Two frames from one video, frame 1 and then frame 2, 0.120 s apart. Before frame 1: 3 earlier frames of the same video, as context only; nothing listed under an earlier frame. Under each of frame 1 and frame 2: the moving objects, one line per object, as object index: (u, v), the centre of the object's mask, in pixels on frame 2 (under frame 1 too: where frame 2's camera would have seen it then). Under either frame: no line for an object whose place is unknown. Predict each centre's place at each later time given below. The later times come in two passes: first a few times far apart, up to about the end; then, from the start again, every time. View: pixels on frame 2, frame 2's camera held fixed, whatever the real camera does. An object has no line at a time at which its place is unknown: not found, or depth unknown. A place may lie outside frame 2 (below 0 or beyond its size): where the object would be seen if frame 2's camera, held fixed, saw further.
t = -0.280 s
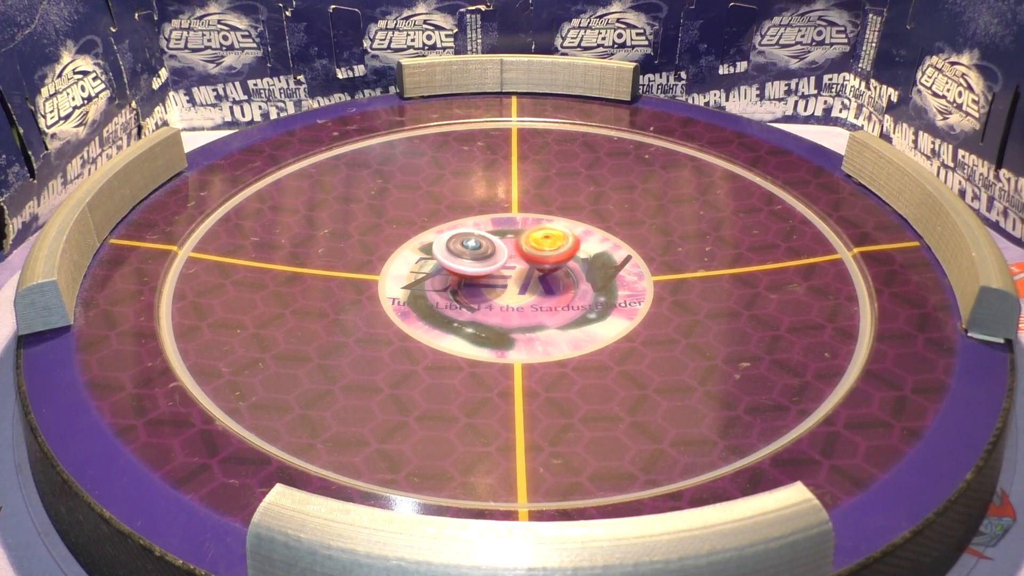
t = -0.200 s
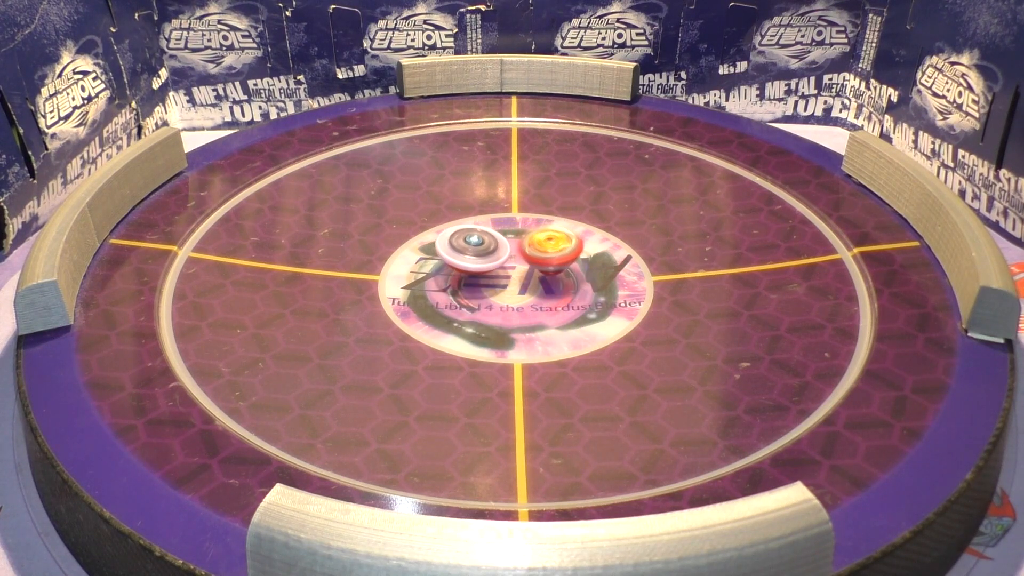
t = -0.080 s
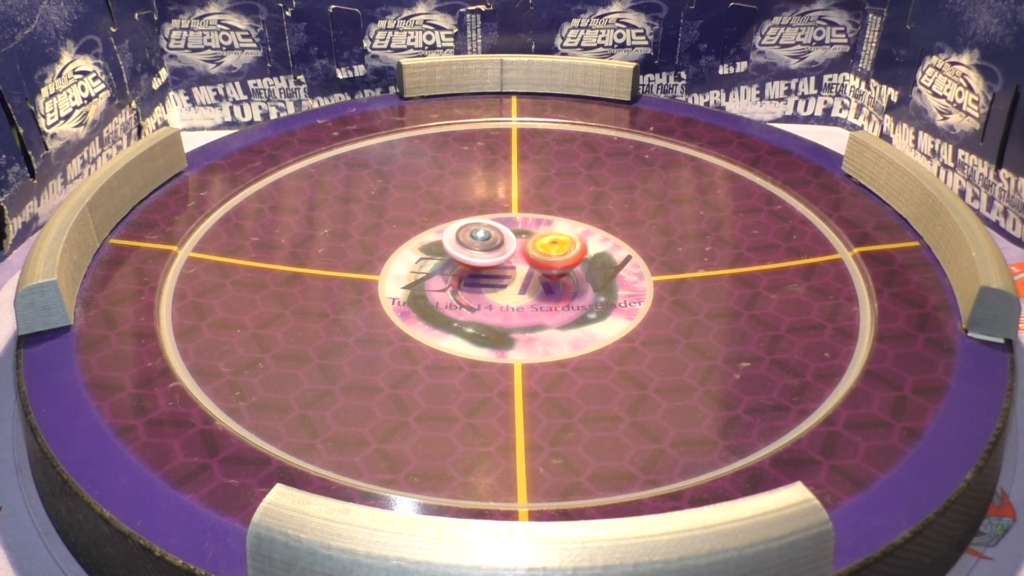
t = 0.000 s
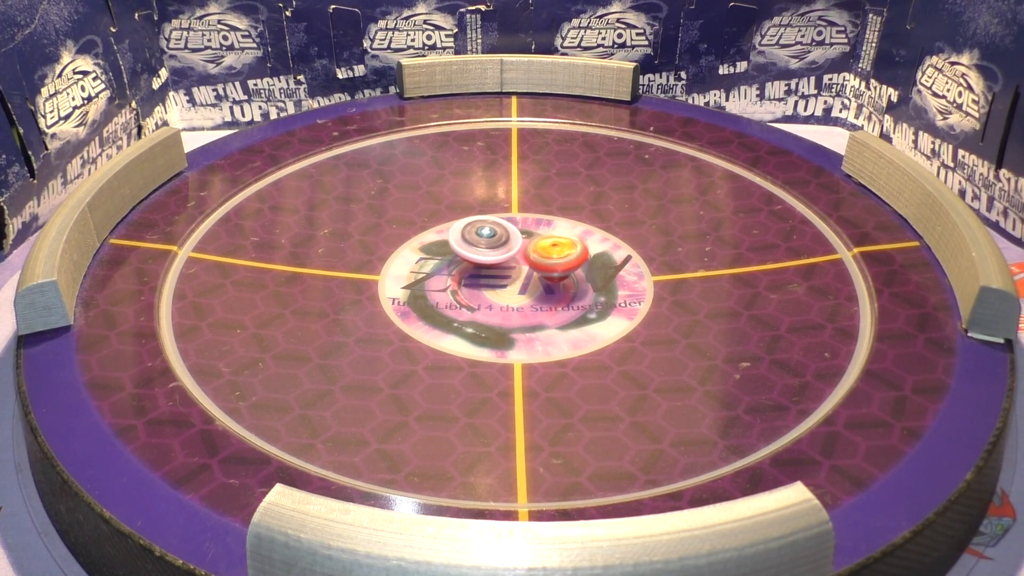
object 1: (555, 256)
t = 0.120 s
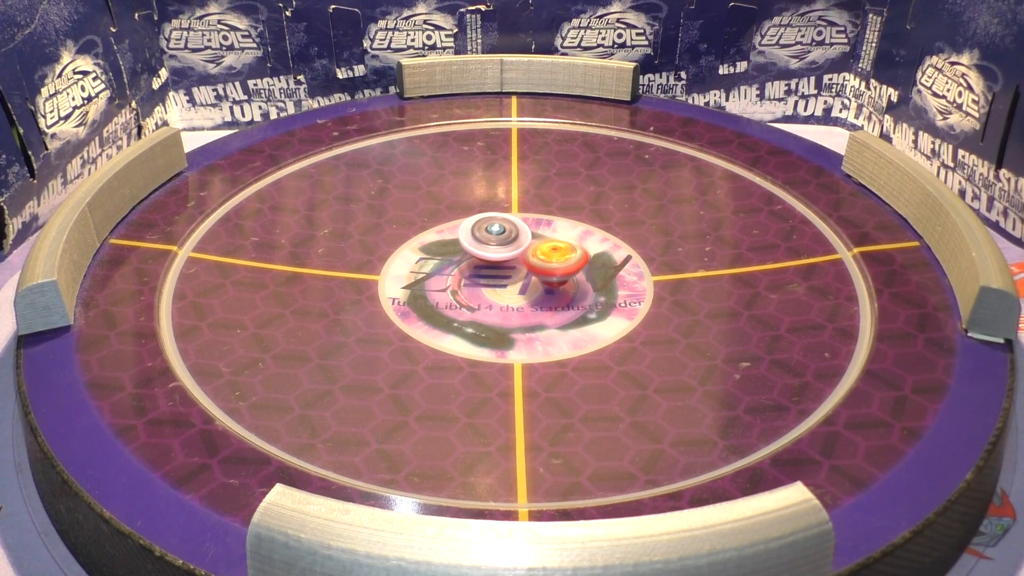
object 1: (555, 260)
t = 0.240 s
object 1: (553, 264)
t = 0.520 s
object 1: (549, 280)
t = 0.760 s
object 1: (540, 288)
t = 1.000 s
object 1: (515, 289)
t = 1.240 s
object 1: (482, 293)
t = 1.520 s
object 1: (454, 284)
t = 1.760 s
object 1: (404, 272)
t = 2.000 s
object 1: (392, 256)
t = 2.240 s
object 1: (420, 243)
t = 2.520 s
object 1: (457, 221)
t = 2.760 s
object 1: (489, 211)
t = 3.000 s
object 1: (526, 213)
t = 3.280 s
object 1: (566, 223)
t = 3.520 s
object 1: (595, 231)
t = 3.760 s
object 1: (597, 252)
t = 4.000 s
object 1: (580, 276)
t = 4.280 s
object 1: (578, 295)
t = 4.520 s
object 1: (544, 300)
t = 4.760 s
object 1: (502, 287)
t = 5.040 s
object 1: (463, 279)
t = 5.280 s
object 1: (450, 270)
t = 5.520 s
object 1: (462, 257)
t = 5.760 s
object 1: (475, 241)
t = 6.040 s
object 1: (504, 230)
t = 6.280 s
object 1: (533, 233)
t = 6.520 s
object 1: (556, 244)
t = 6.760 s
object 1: (575, 259)
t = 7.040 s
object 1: (579, 278)
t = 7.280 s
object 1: (564, 294)
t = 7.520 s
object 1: (522, 298)
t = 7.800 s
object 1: (476, 281)
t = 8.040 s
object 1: (445, 257)
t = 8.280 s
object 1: (456, 233)
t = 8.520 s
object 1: (495, 222)
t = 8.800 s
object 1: (542, 217)
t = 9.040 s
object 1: (573, 235)
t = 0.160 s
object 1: (554, 262)
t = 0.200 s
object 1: (553, 263)
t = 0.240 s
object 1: (553, 264)
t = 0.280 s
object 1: (552, 265)
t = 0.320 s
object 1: (550, 268)
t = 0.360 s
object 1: (549, 270)
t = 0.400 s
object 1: (550, 273)
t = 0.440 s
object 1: (550, 275)
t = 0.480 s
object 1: (549, 278)
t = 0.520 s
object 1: (549, 280)
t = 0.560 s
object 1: (548, 282)
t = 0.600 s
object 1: (547, 283)
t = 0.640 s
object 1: (544, 285)
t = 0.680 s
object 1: (544, 286)
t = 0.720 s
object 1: (542, 288)
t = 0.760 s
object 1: (540, 288)
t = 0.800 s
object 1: (536, 289)
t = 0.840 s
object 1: (533, 289)
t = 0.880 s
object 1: (530, 289)
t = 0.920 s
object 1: (526, 289)
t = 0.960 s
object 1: (522, 289)
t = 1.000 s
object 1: (515, 289)
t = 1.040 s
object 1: (509, 291)
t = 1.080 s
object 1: (502, 292)
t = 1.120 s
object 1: (495, 293)
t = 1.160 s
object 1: (490, 292)
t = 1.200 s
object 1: (486, 292)
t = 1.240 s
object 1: (482, 293)
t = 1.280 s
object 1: (478, 292)
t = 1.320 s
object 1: (474, 292)
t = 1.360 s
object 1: (471, 292)
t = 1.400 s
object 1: (468, 289)
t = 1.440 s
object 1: (466, 288)
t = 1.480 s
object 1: (464, 286)
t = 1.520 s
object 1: (454, 284)
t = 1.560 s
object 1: (441, 282)
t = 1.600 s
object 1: (431, 280)
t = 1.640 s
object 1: (422, 278)
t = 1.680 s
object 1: (415, 277)
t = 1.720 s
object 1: (408, 274)
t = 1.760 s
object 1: (404, 272)
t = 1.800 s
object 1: (400, 269)
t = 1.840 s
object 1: (396, 267)
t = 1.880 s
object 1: (394, 264)
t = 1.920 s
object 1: (392, 262)
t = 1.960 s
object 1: (392, 259)
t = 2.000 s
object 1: (392, 256)
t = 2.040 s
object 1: (394, 253)
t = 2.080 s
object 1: (397, 251)
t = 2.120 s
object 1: (401, 248)
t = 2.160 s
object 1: (406, 246)
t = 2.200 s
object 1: (413, 245)
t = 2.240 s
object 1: (420, 243)
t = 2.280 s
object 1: (428, 242)
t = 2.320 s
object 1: (437, 240)
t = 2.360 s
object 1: (442, 236)
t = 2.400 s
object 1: (445, 232)
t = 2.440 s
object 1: (449, 228)
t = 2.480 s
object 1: (452, 224)
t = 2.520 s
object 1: (457, 221)
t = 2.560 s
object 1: (461, 219)
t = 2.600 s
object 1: (467, 216)
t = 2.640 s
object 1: (472, 214)
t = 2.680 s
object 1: (477, 212)
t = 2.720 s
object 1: (483, 211)
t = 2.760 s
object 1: (489, 211)
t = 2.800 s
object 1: (494, 211)
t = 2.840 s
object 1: (500, 211)
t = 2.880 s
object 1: (507, 211)
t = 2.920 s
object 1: (513, 212)
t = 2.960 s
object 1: (519, 213)
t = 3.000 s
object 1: (526, 213)
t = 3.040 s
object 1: (532, 213)
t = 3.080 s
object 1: (538, 213)
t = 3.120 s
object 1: (544, 215)
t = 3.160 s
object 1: (550, 216)
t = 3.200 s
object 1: (556, 218)
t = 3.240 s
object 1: (560, 220)
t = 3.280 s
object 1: (566, 223)
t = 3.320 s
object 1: (572, 224)
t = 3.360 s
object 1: (578, 224)
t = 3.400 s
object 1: (584, 226)
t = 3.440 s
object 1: (588, 227)
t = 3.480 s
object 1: (592, 229)
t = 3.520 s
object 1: (595, 231)
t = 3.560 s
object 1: (597, 234)
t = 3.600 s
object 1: (599, 238)
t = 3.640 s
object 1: (600, 241)
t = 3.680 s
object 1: (600, 244)
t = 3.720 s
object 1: (599, 248)
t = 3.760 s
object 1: (597, 252)
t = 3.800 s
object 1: (595, 257)
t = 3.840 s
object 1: (591, 260)
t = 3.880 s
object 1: (587, 264)
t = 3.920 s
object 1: (582, 269)
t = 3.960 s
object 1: (577, 272)
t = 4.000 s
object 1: (580, 276)
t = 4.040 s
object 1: (583, 279)
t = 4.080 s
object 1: (583, 282)
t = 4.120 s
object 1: (584, 285)
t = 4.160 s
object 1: (584, 288)
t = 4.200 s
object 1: (582, 291)
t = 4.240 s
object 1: (580, 294)
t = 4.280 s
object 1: (578, 295)
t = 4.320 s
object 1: (573, 297)
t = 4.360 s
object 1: (569, 299)
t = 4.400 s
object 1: (563, 300)
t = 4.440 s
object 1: (557, 300)
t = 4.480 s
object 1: (551, 301)
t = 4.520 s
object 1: (544, 300)
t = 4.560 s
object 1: (537, 299)
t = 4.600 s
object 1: (531, 298)
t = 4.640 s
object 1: (523, 296)
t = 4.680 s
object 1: (515, 293)
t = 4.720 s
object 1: (508, 290)
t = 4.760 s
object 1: (502, 287)
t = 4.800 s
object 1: (495, 285)
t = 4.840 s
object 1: (488, 281)
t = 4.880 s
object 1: (483, 282)
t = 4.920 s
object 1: (478, 281)
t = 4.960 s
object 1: (472, 281)
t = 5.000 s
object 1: (468, 280)
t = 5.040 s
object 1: (463, 279)
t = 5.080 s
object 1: (460, 279)
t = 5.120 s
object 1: (456, 277)
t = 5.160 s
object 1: (453, 275)
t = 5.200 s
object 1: (451, 274)
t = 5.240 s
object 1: (450, 272)
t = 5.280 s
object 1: (450, 270)
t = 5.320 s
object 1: (451, 268)
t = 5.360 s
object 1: (452, 266)
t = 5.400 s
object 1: (454, 264)
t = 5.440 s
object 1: (456, 262)
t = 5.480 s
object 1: (459, 259)
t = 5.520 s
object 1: (462, 257)
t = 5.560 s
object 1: (465, 255)
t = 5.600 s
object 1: (466, 252)
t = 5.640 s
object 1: (468, 250)
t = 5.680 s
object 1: (470, 246)
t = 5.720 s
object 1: (472, 243)
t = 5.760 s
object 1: (475, 241)
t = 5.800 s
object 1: (479, 238)
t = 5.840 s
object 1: (483, 236)
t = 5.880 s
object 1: (487, 235)
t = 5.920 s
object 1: (491, 233)
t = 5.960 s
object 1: (495, 232)
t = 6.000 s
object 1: (499, 231)
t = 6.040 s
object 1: (504, 230)
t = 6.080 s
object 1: (508, 230)
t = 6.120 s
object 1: (514, 230)
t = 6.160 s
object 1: (519, 231)
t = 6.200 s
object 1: (523, 231)
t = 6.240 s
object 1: (529, 232)
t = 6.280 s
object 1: (533, 233)
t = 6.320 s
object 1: (537, 234)
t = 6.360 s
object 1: (541, 236)
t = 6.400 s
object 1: (544, 237)
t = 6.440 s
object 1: (549, 240)
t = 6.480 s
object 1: (552, 242)
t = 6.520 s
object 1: (556, 244)
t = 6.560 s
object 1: (560, 247)
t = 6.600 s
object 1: (562, 250)
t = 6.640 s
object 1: (566, 251)
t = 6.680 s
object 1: (571, 254)
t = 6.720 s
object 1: (573, 256)
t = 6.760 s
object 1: (575, 259)
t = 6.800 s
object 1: (577, 262)
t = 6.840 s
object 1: (578, 265)
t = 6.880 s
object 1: (579, 267)
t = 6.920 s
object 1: (580, 270)
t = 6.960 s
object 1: (580, 273)
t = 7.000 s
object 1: (579, 275)
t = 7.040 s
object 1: (579, 278)
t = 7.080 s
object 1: (578, 281)
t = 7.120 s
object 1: (577, 284)
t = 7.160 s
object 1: (575, 287)
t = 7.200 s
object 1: (573, 289)
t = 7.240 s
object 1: (568, 292)
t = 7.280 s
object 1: (564, 294)
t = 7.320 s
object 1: (558, 294)
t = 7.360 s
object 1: (551, 295)
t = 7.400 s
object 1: (546, 295)
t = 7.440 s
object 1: (538, 296)
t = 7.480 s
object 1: (530, 297)
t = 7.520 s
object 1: (522, 298)
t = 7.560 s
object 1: (515, 297)
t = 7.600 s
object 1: (508, 296)
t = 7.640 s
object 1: (501, 293)
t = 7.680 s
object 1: (493, 291)
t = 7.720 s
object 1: (486, 288)
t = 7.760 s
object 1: (481, 285)
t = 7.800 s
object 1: (476, 281)
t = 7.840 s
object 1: (471, 277)
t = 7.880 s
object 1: (463, 273)
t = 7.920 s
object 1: (457, 269)
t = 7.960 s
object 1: (451, 265)
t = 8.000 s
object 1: (448, 262)
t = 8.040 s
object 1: (445, 257)
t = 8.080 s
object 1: (445, 254)
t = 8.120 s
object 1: (445, 248)
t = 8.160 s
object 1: (446, 245)
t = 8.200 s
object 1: (449, 241)
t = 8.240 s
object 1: (452, 236)
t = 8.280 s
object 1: (456, 233)
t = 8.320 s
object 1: (462, 231)
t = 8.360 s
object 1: (467, 227)
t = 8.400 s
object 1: (473, 225)
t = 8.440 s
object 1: (481, 224)
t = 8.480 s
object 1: (488, 222)
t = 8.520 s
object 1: (495, 222)
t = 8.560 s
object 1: (502, 219)
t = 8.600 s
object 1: (509, 218)
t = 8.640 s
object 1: (516, 216)
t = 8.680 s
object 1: (523, 215)
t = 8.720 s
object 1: (529, 215)
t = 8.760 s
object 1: (536, 216)
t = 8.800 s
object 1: (542, 217)
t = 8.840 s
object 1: (548, 219)
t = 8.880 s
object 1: (553, 221)
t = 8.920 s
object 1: (559, 224)
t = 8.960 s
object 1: (563, 227)
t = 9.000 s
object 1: (567, 232)
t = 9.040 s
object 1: (573, 235)
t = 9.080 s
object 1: (575, 238)
